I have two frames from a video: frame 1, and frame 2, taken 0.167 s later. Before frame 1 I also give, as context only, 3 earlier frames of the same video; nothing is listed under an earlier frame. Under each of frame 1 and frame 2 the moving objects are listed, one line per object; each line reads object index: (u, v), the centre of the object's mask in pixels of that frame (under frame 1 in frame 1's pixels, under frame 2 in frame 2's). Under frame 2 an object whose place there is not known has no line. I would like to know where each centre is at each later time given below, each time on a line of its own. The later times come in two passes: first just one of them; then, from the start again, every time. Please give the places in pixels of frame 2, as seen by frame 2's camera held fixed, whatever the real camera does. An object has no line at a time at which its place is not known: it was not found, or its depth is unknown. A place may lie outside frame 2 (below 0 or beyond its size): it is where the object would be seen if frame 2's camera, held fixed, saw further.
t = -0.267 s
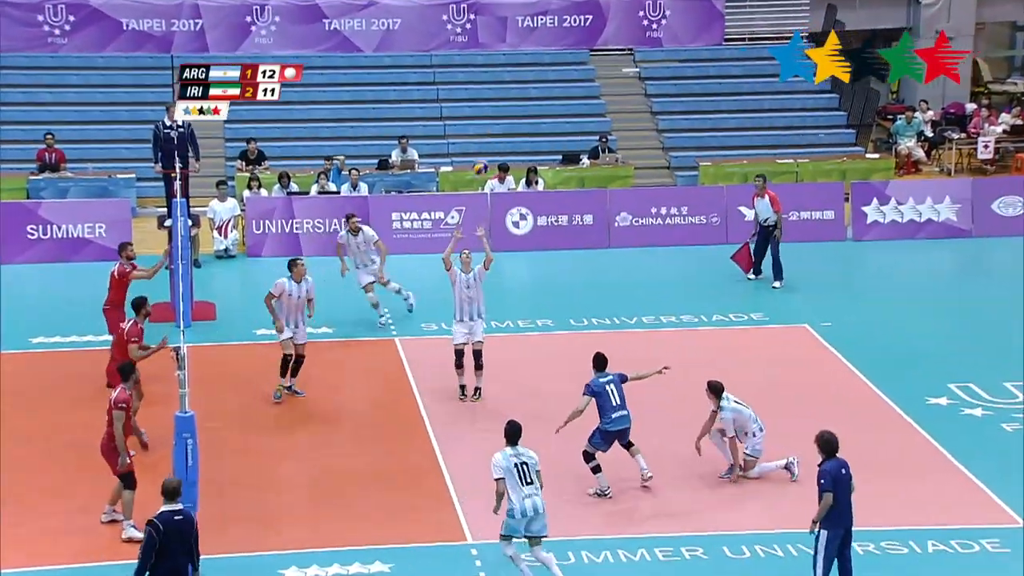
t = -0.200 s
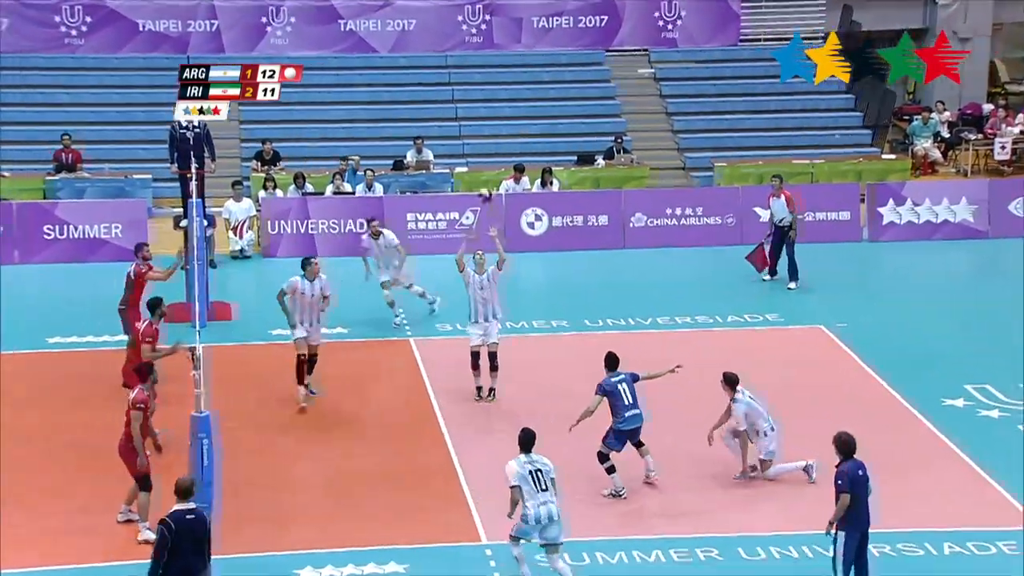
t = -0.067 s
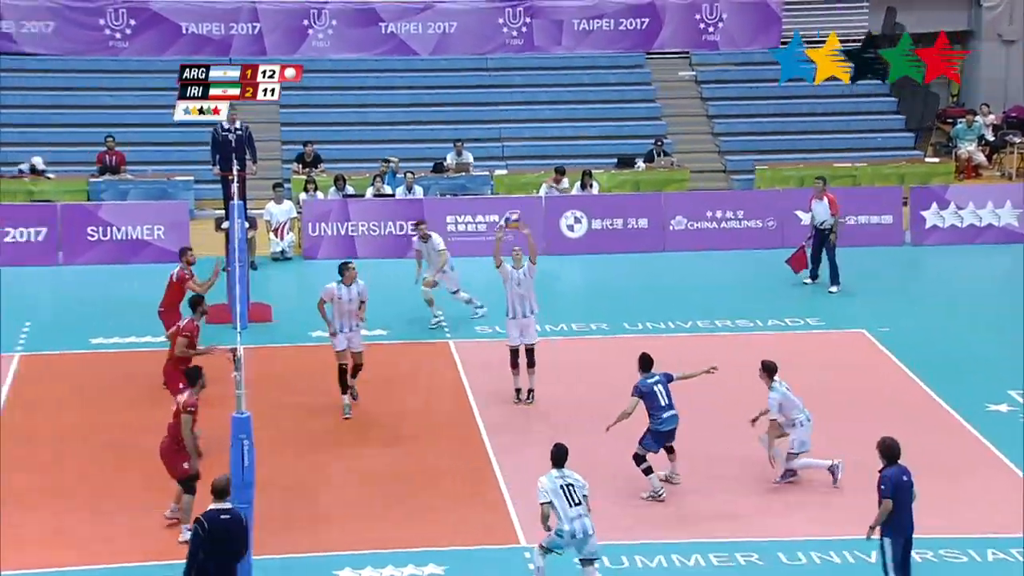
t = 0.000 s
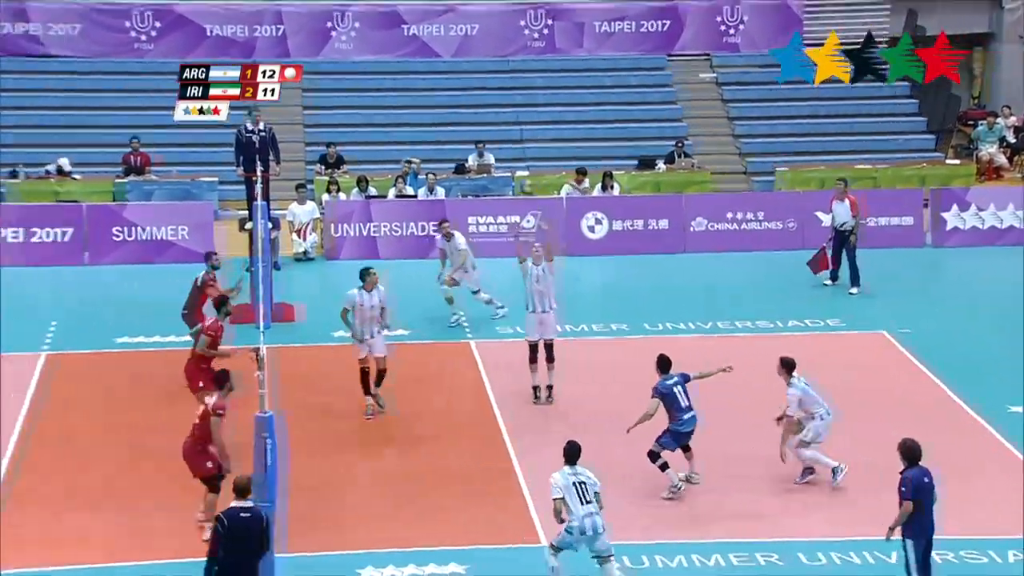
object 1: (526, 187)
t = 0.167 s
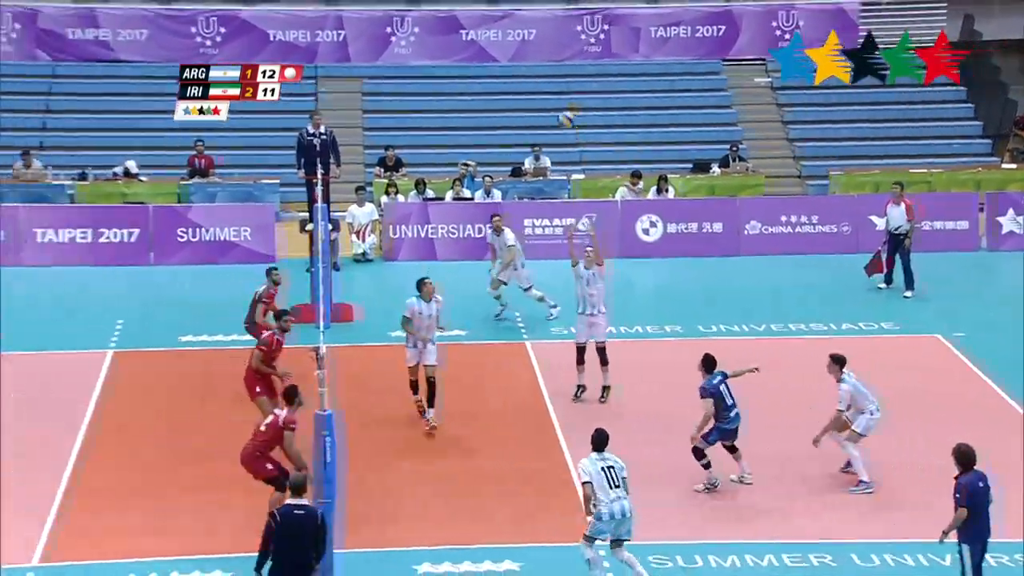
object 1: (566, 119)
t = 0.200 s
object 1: (564, 106)
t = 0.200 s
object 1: (564, 106)
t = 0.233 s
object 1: (562, 95)
